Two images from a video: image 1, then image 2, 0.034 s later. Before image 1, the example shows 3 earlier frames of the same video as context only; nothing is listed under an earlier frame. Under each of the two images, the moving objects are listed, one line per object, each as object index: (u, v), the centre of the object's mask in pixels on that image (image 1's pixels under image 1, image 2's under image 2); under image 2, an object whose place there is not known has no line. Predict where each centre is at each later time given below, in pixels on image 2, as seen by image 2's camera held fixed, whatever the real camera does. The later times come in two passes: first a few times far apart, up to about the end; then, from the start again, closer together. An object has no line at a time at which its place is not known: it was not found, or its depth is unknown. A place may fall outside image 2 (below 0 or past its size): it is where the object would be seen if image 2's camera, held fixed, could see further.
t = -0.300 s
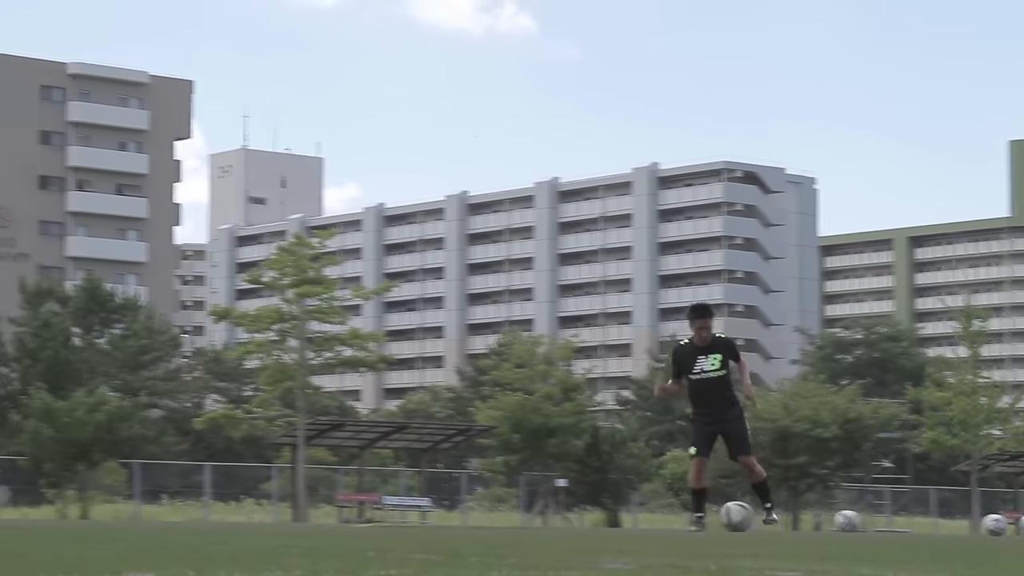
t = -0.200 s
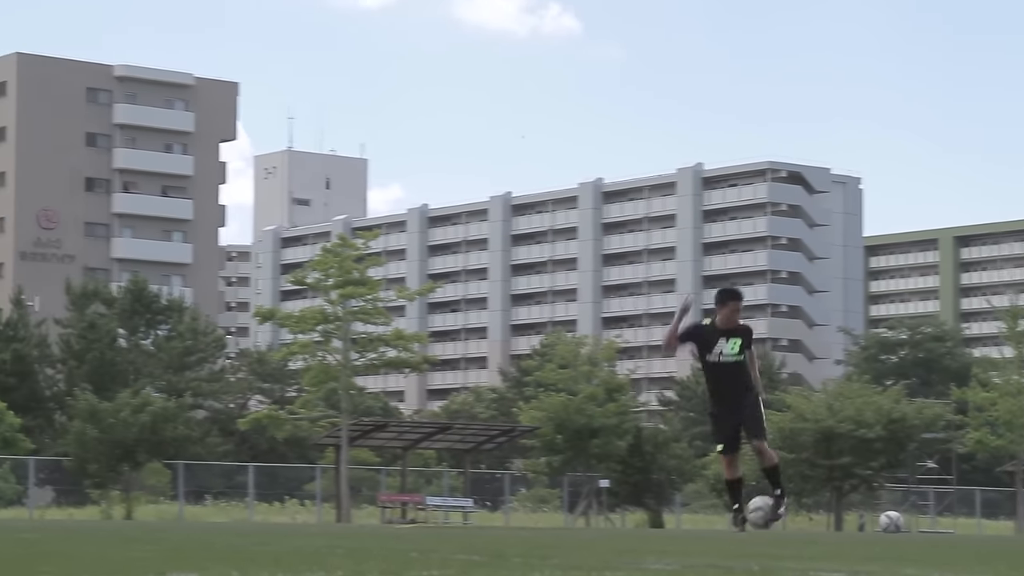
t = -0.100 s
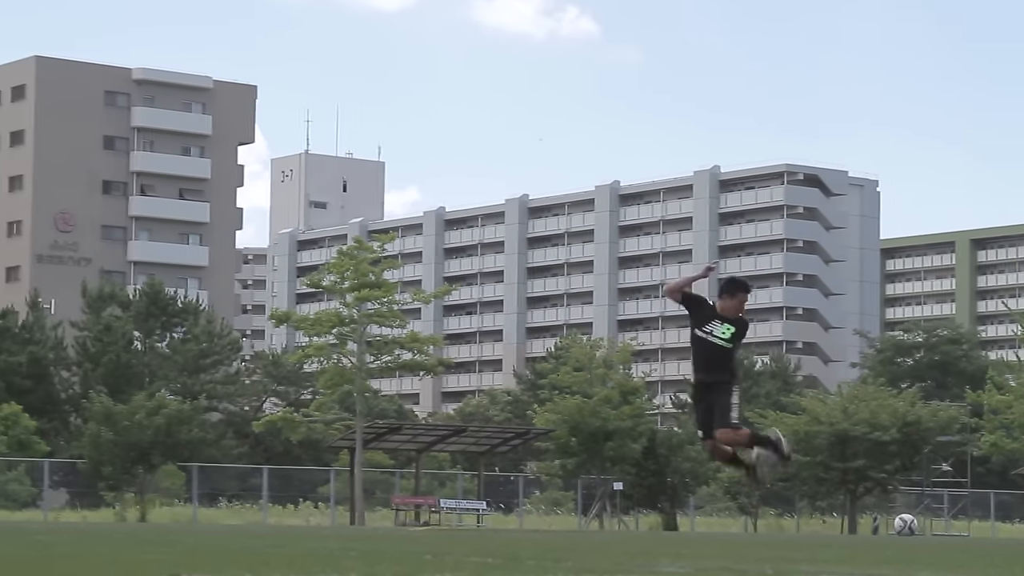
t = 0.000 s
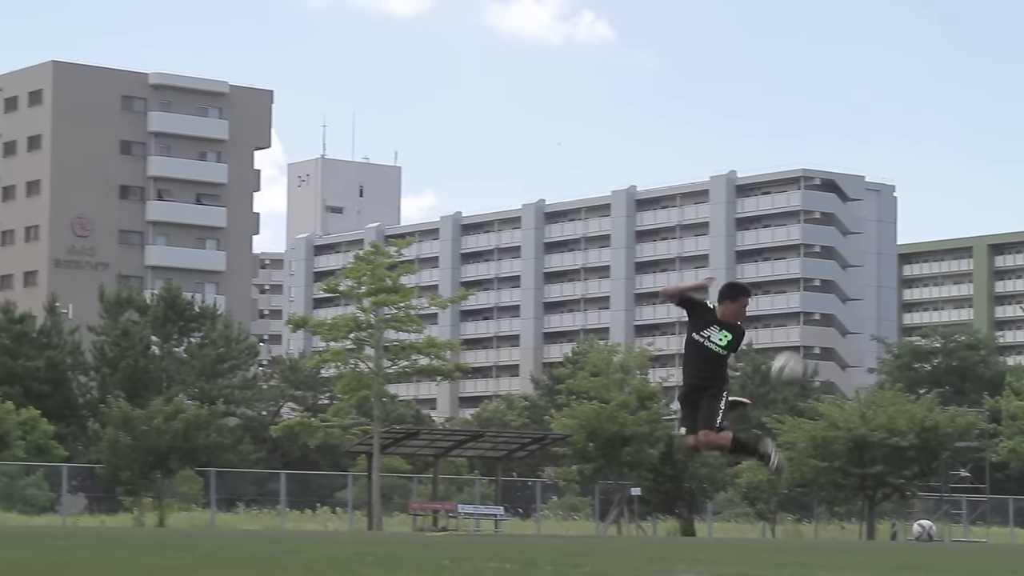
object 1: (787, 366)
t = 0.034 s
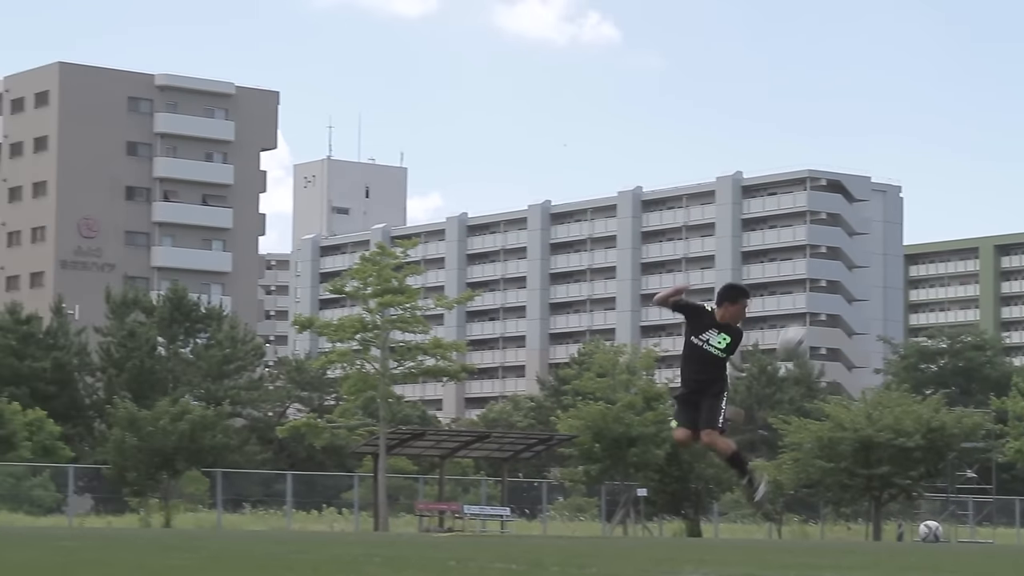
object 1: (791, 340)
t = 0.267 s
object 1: (791, 188)
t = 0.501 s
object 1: (794, 106)
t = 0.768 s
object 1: (790, 102)
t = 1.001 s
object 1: (786, 182)
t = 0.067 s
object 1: (793, 315)
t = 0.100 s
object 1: (793, 290)
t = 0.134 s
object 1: (791, 268)
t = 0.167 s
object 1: (792, 245)
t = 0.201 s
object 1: (792, 225)
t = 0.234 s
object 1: (792, 206)
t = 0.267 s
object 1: (791, 188)
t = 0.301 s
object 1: (793, 172)
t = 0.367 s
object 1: (794, 144)
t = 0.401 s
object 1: (794, 132)
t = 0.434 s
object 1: (794, 122)
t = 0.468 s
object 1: (794, 113)
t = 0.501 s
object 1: (794, 106)
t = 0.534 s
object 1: (794, 100)
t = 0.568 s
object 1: (793, 96)
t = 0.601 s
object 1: (792, 93)
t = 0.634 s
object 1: (792, 91)
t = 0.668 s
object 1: (792, 92)
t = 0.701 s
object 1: (791, 94)
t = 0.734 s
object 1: (791, 97)
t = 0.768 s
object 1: (790, 102)
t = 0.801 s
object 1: (790, 109)
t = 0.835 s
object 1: (789, 117)
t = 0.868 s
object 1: (788, 126)
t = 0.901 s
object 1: (787, 138)
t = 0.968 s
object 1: (786, 166)
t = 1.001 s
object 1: (786, 182)
